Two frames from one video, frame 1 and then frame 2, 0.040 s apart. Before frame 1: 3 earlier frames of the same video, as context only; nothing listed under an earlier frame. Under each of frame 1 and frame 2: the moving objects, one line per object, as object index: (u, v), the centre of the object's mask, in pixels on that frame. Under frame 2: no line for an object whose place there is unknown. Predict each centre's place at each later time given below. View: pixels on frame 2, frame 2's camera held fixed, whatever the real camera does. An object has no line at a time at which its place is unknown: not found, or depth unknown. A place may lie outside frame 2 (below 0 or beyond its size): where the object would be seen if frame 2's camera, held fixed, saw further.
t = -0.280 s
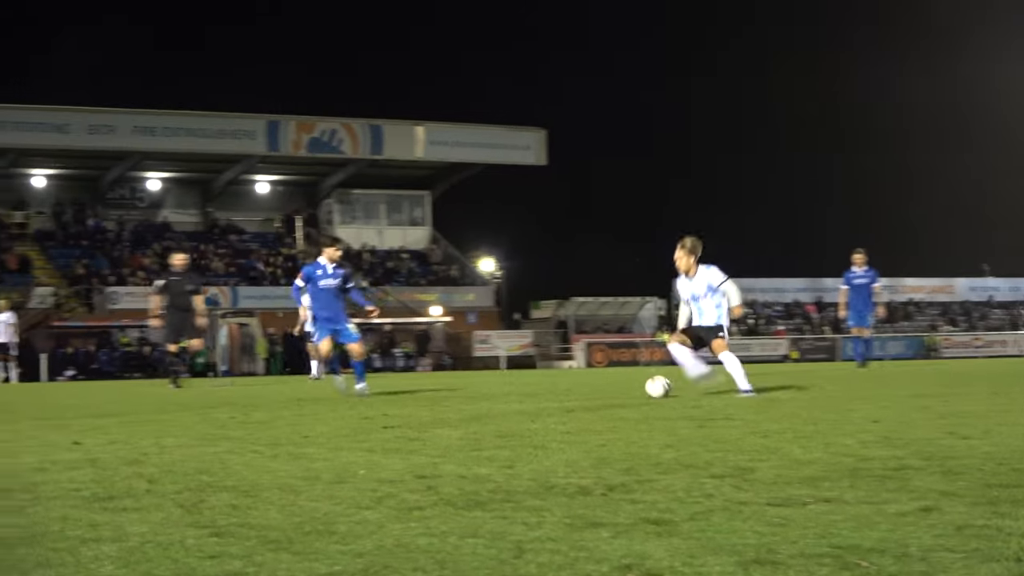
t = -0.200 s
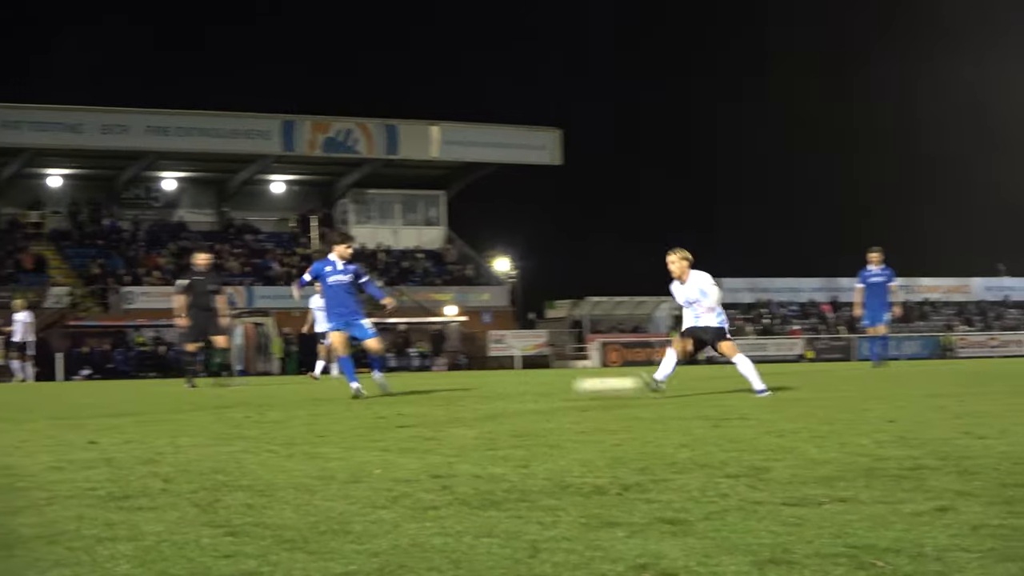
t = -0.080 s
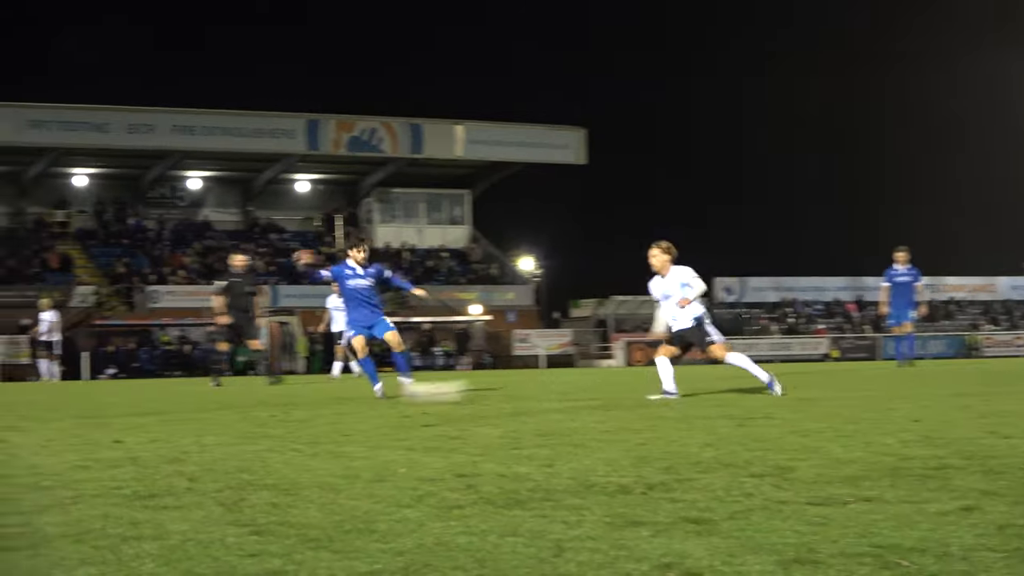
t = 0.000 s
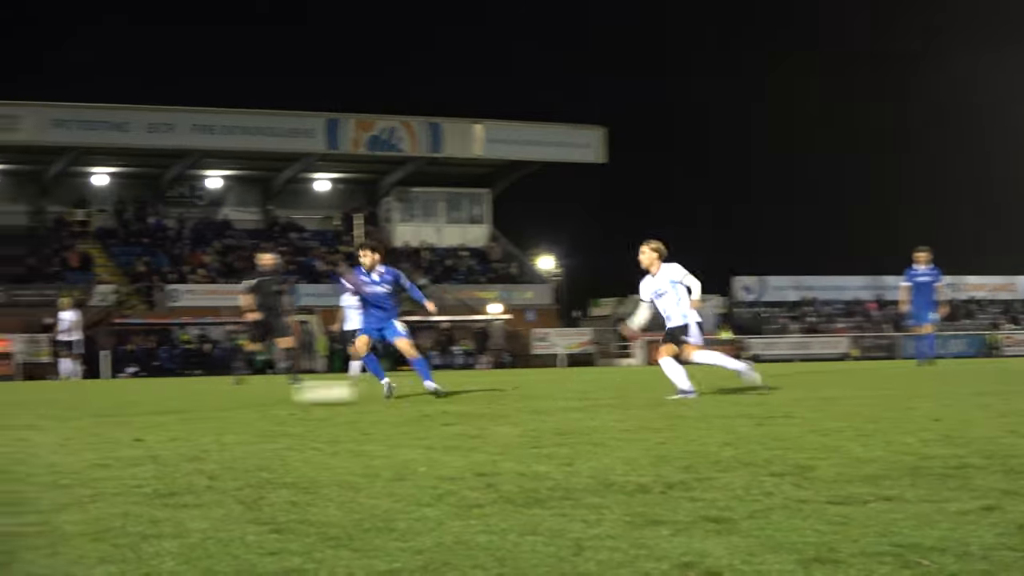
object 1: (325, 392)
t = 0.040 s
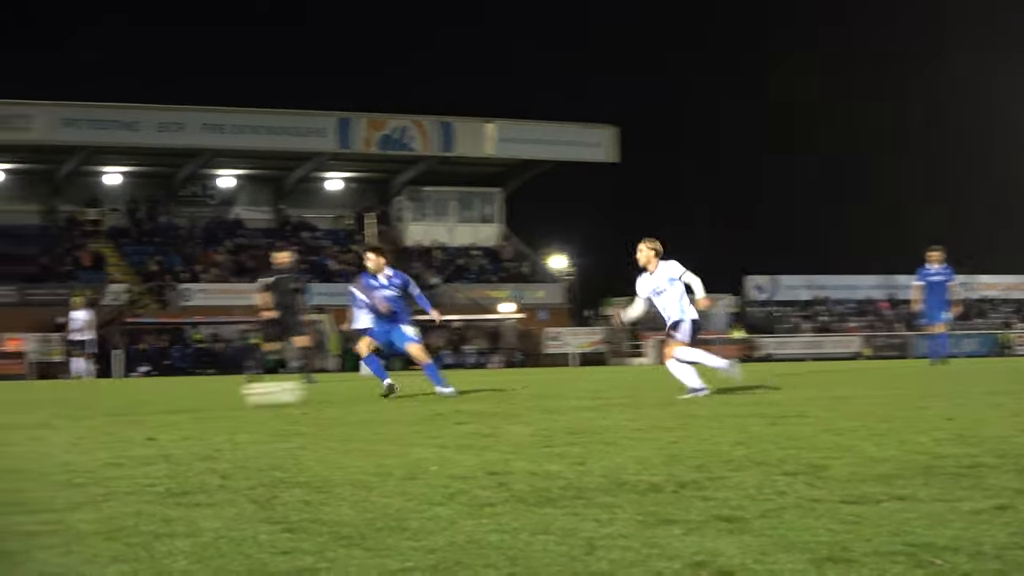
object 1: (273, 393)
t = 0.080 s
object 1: (213, 395)
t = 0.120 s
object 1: (159, 394)
